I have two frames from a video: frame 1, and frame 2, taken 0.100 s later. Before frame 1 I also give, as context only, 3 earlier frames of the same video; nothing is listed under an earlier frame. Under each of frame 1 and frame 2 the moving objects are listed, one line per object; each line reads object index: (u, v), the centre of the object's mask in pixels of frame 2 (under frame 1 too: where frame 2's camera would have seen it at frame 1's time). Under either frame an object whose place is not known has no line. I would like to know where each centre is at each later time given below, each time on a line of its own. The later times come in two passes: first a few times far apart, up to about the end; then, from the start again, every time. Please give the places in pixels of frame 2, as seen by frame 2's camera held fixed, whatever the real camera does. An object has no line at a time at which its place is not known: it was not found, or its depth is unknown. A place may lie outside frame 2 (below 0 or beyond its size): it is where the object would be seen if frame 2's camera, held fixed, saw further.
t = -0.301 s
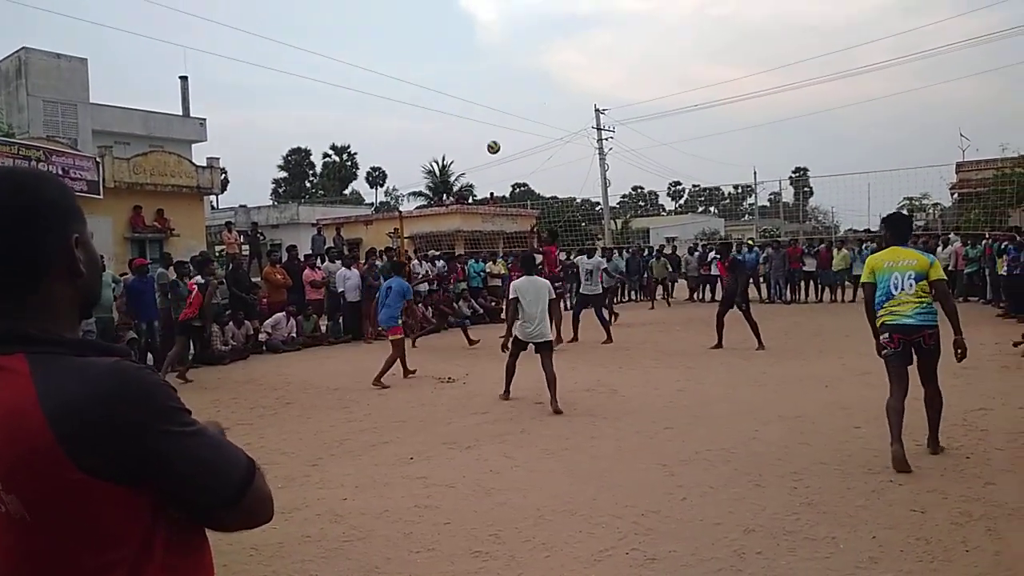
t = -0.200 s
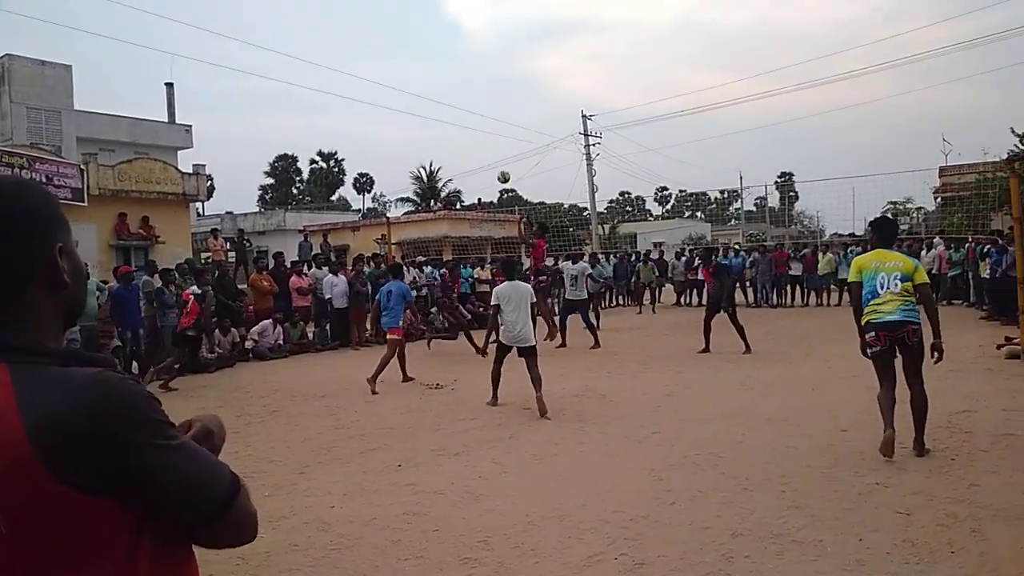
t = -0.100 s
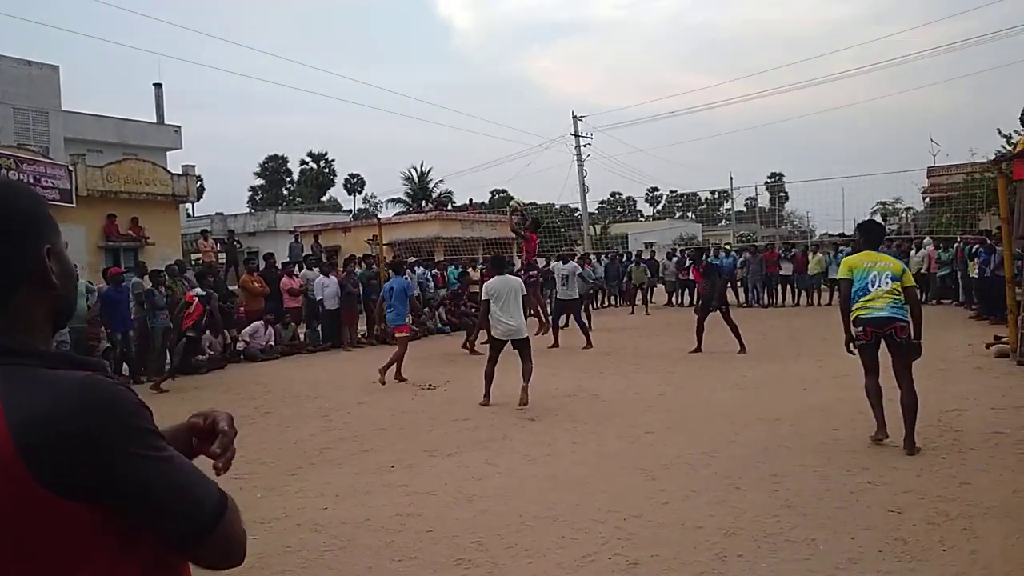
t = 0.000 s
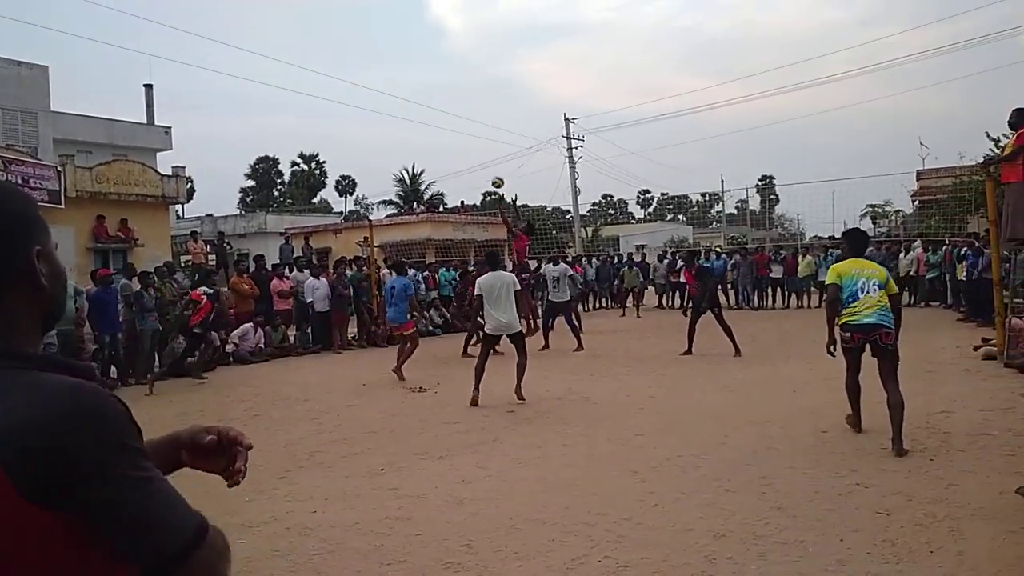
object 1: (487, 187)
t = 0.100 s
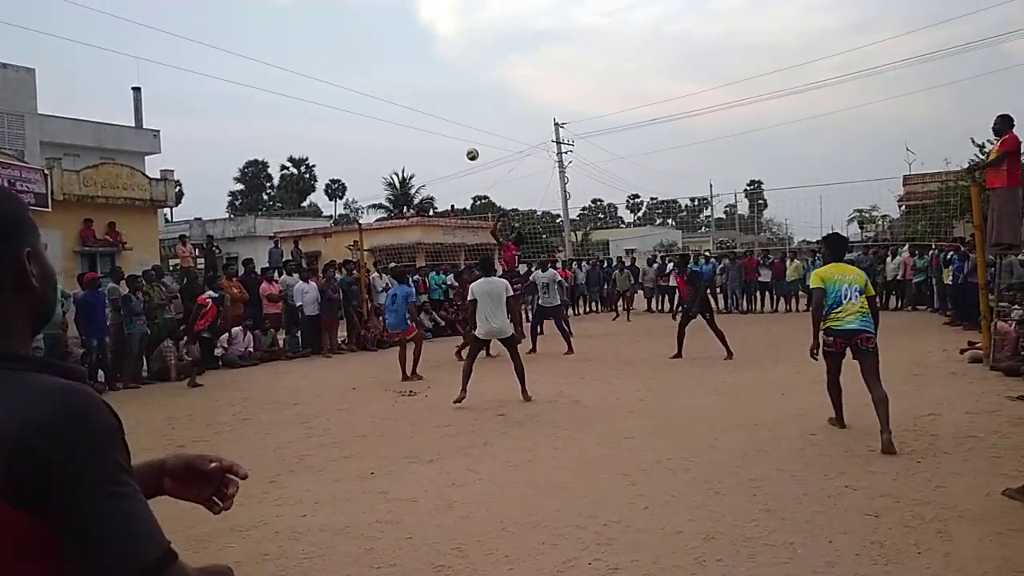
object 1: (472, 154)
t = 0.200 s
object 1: (458, 128)
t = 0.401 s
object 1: (429, 96)
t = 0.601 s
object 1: (401, 88)
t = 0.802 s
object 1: (378, 104)
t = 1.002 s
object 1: (357, 142)
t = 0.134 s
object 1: (467, 145)
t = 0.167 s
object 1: (462, 136)
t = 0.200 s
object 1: (458, 128)
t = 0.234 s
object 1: (453, 121)
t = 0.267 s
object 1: (447, 115)
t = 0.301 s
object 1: (443, 109)
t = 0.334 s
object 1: (438, 104)
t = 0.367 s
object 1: (433, 99)
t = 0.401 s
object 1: (429, 96)
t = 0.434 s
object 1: (424, 93)
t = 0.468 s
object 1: (420, 90)
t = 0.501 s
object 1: (415, 89)
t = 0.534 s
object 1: (410, 88)
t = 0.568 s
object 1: (406, 88)
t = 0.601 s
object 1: (401, 88)
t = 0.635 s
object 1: (397, 89)
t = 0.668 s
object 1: (394, 91)
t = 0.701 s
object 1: (390, 93)
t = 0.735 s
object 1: (386, 96)
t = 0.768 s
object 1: (381, 99)
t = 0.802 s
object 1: (378, 104)
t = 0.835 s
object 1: (374, 108)
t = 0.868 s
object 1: (370, 114)
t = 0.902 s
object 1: (367, 120)
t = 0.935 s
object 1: (364, 127)
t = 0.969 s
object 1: (360, 134)
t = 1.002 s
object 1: (357, 142)
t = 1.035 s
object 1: (353, 150)
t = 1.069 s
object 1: (350, 159)
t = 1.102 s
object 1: (347, 168)
